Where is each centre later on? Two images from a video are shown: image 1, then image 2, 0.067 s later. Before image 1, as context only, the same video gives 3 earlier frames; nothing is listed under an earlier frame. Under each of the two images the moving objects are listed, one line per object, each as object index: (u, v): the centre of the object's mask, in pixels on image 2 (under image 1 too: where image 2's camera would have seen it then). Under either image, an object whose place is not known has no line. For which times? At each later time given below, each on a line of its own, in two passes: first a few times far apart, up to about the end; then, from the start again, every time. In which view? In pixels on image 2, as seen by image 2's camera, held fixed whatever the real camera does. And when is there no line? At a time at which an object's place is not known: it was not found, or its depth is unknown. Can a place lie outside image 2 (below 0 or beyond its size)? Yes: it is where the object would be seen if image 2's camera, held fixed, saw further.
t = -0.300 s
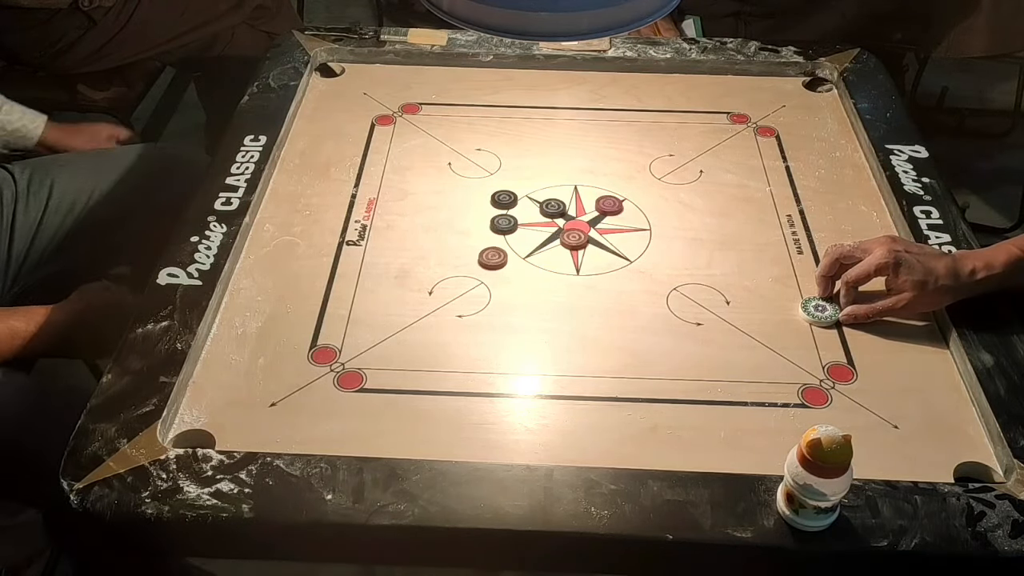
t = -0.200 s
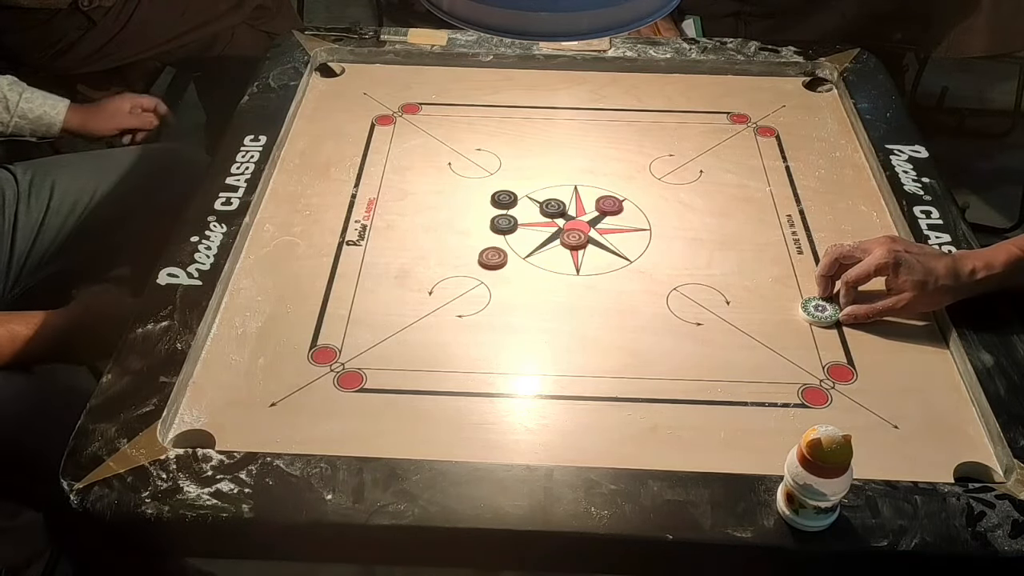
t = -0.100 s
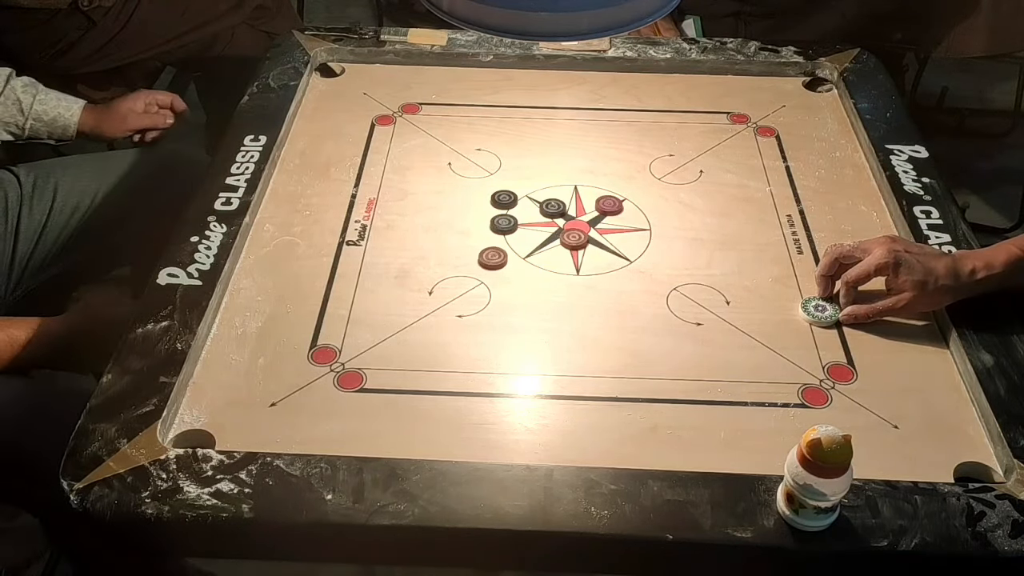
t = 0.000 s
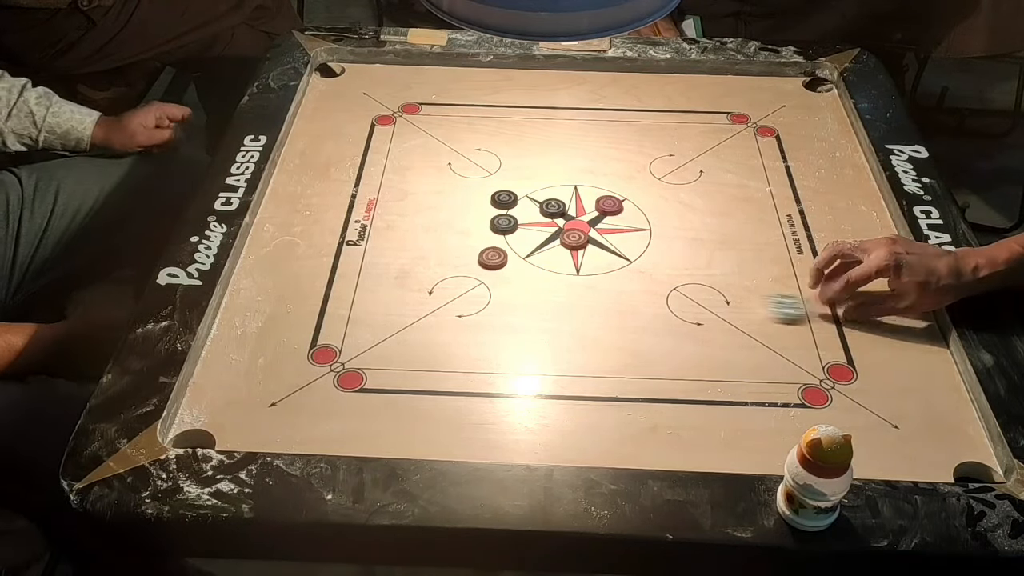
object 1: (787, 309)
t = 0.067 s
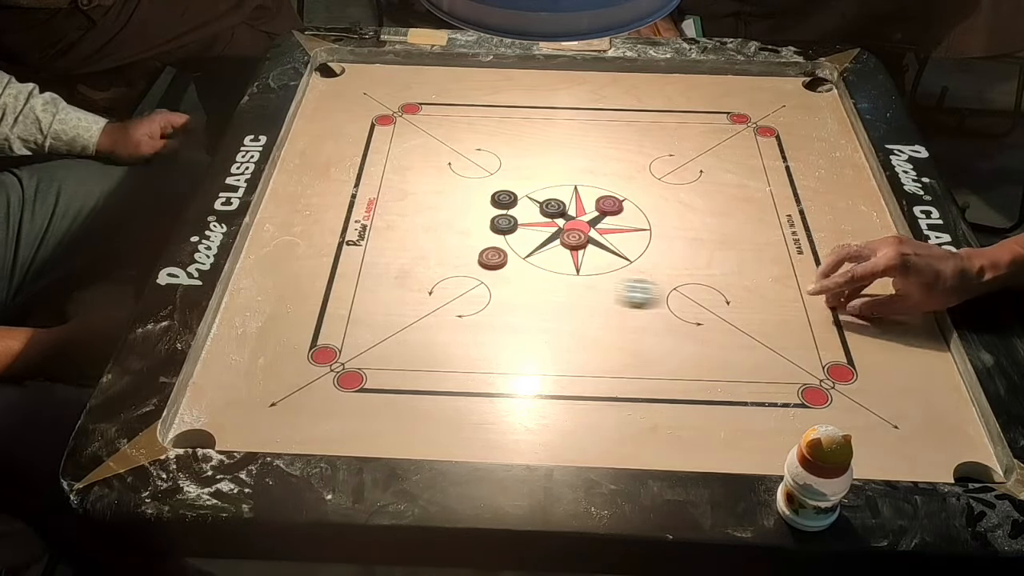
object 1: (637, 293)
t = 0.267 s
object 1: (269, 288)
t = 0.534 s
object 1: (543, 329)
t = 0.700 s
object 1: (710, 351)
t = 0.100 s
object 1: (568, 287)
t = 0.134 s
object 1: (500, 279)
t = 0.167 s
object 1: (440, 282)
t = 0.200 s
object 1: (384, 283)
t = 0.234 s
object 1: (325, 286)
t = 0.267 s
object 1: (269, 288)
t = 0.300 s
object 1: (265, 292)
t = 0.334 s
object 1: (307, 298)
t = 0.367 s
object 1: (349, 304)
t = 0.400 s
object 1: (389, 309)
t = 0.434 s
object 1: (429, 314)
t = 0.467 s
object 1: (467, 319)
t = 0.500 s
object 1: (506, 324)
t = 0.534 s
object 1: (543, 329)
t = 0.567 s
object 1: (579, 334)
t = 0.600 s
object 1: (613, 338)
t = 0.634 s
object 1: (646, 342)
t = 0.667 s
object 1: (678, 347)
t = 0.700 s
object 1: (710, 351)
